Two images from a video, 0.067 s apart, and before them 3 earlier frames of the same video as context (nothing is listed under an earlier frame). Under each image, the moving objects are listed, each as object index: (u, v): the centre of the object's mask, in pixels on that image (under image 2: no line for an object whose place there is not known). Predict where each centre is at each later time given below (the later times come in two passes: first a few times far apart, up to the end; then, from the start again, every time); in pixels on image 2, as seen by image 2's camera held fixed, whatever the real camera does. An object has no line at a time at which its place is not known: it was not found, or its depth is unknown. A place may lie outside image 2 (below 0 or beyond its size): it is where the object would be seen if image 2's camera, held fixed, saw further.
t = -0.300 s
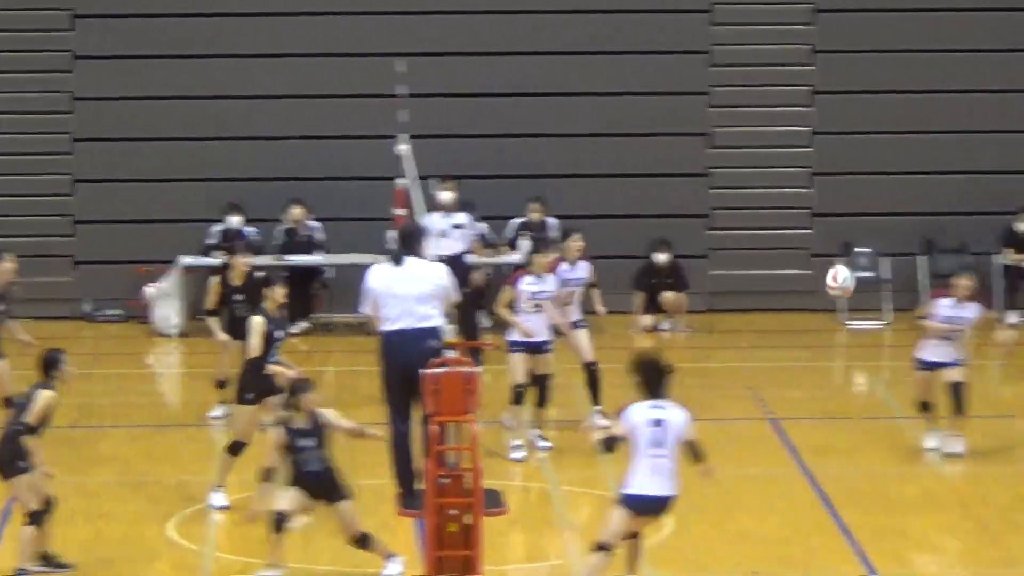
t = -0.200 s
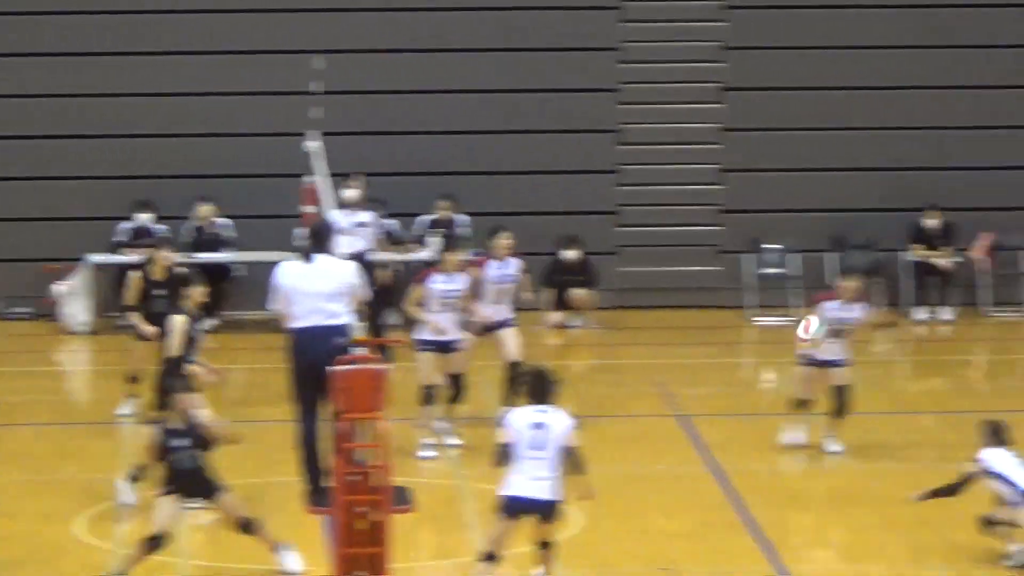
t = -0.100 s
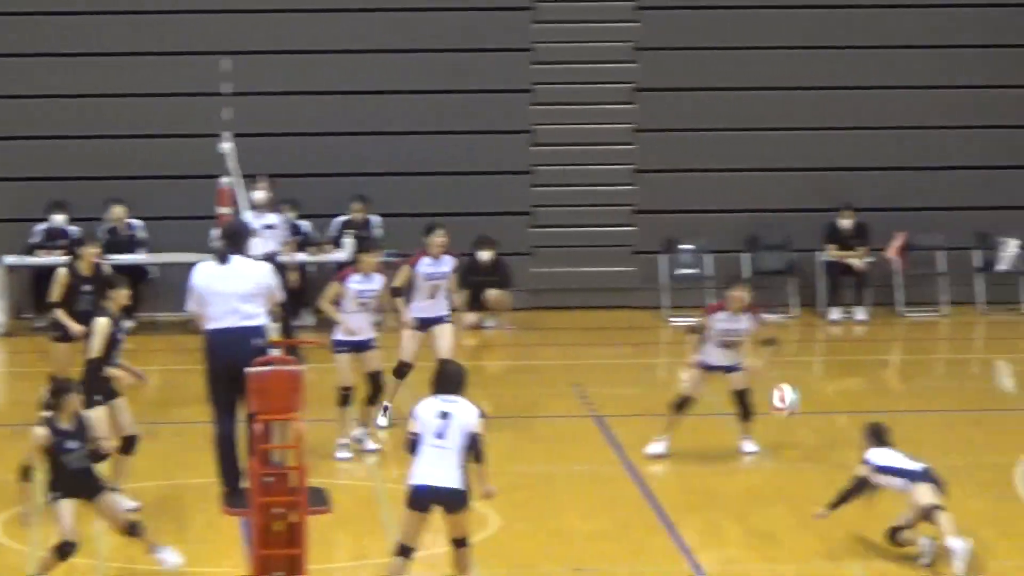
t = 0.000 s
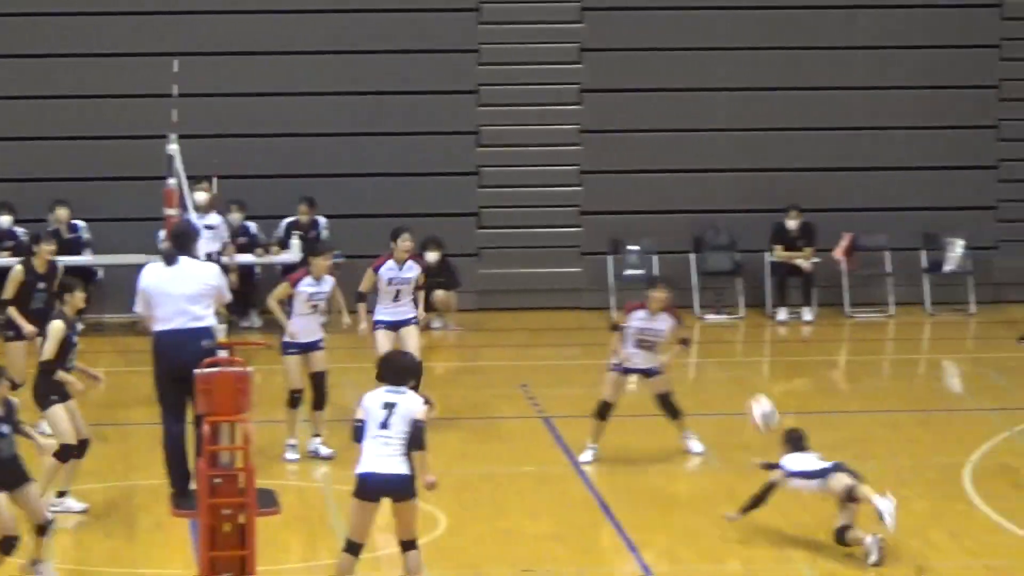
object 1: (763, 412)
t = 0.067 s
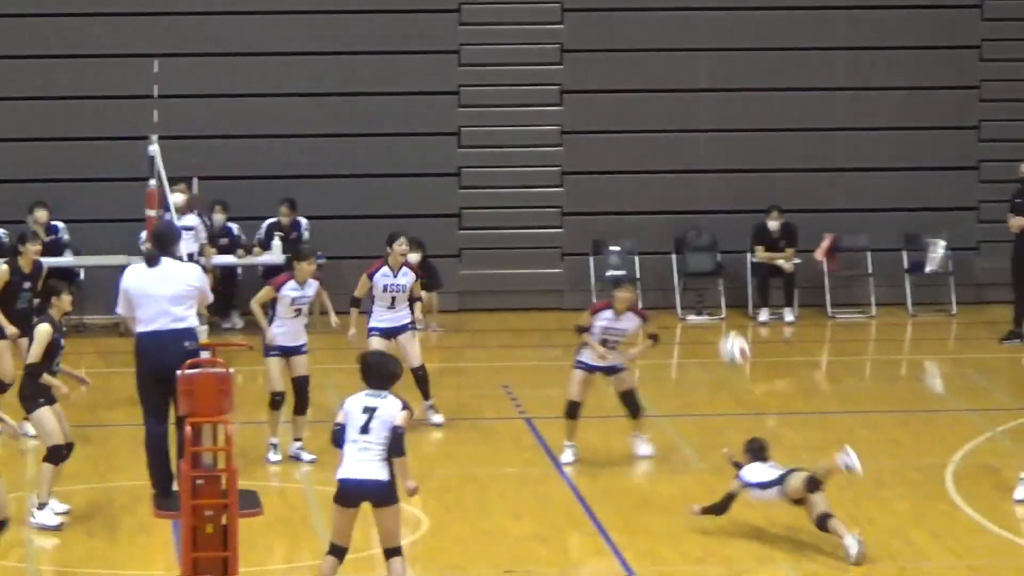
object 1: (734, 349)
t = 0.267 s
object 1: (706, 196)
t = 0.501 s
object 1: (677, 89)
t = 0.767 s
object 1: (648, 59)
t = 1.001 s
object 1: (624, 106)
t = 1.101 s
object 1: (613, 148)
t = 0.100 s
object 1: (729, 318)
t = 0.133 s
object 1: (724, 292)
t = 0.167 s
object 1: (720, 267)
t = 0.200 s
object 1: (715, 241)
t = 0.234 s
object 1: (711, 218)
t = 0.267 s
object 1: (706, 196)
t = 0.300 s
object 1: (702, 176)
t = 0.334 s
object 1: (698, 157)
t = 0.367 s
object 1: (694, 141)
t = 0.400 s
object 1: (689, 125)
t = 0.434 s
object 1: (685, 112)
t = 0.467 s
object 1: (681, 100)
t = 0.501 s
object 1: (677, 89)
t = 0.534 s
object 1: (673, 80)
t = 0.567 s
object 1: (669, 73)
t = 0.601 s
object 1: (665, 66)
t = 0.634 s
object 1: (662, 62)
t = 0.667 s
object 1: (658, 59)
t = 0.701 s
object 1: (654, 57)
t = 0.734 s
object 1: (651, 57)
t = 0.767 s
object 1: (648, 59)
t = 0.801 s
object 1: (644, 61)
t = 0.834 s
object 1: (641, 65)
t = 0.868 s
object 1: (638, 71)
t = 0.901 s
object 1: (634, 77)
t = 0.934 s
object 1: (631, 86)
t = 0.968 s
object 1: (627, 96)
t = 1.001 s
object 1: (624, 106)
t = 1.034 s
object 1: (620, 118)
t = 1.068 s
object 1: (617, 132)
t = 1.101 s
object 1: (613, 148)
